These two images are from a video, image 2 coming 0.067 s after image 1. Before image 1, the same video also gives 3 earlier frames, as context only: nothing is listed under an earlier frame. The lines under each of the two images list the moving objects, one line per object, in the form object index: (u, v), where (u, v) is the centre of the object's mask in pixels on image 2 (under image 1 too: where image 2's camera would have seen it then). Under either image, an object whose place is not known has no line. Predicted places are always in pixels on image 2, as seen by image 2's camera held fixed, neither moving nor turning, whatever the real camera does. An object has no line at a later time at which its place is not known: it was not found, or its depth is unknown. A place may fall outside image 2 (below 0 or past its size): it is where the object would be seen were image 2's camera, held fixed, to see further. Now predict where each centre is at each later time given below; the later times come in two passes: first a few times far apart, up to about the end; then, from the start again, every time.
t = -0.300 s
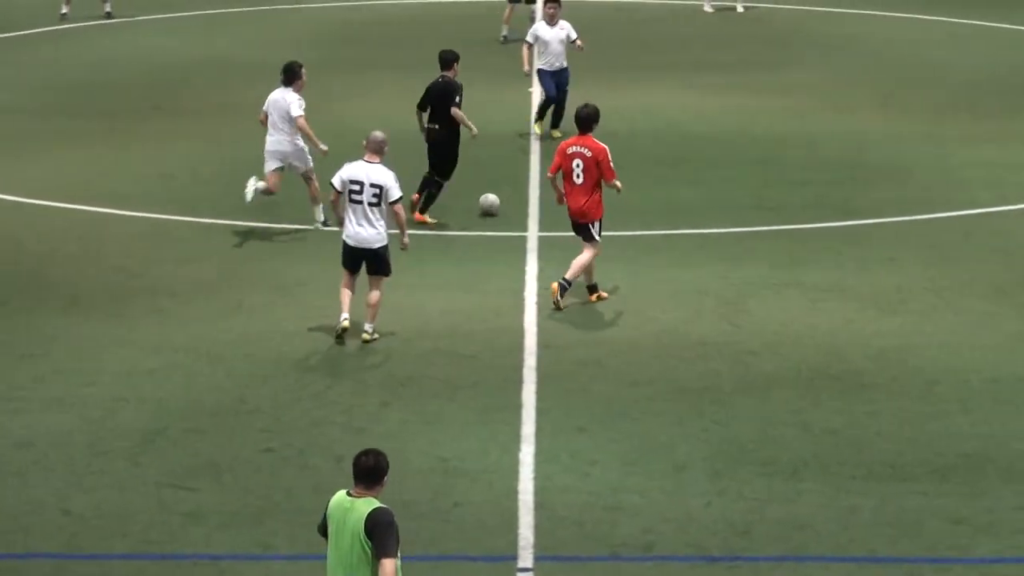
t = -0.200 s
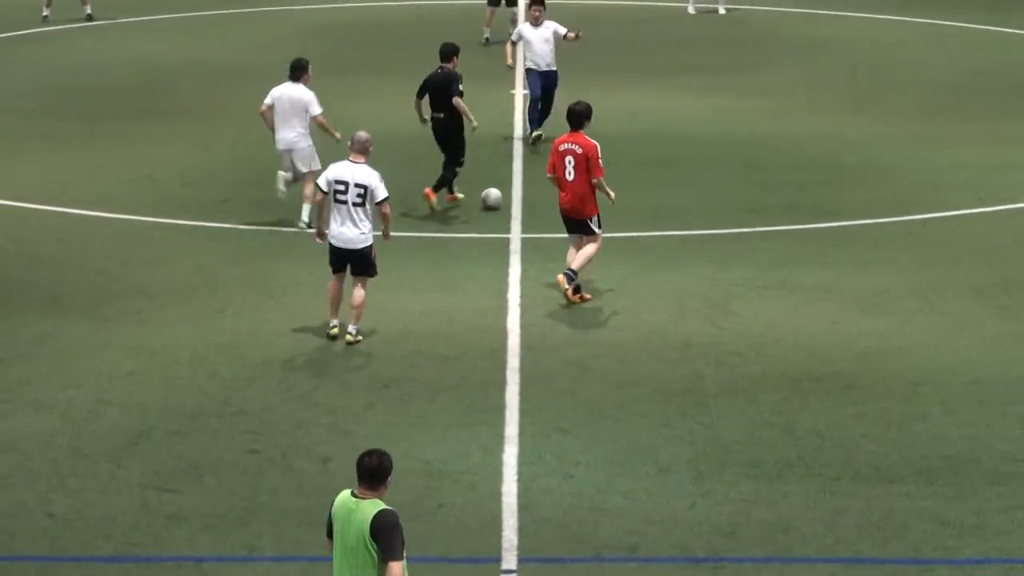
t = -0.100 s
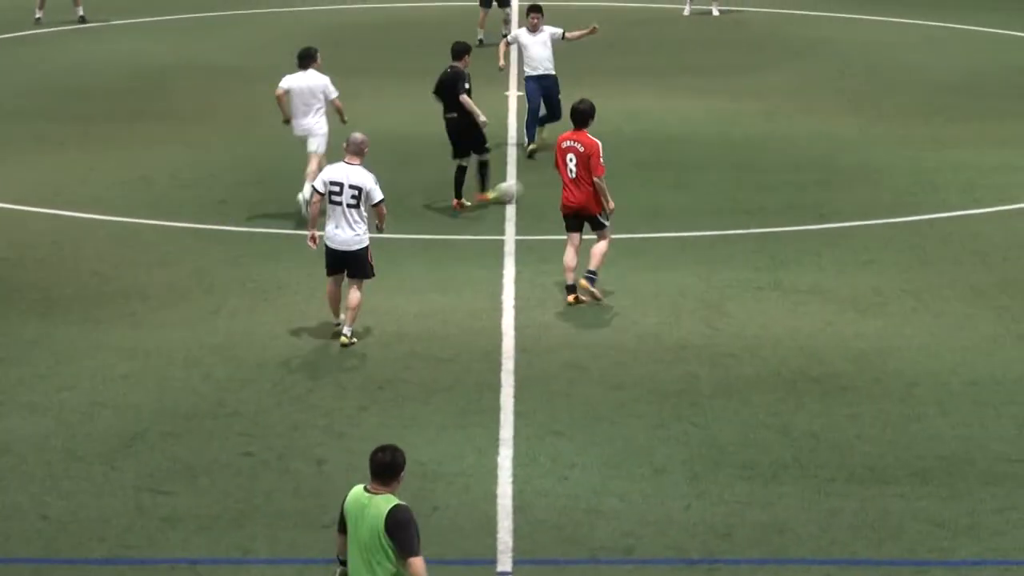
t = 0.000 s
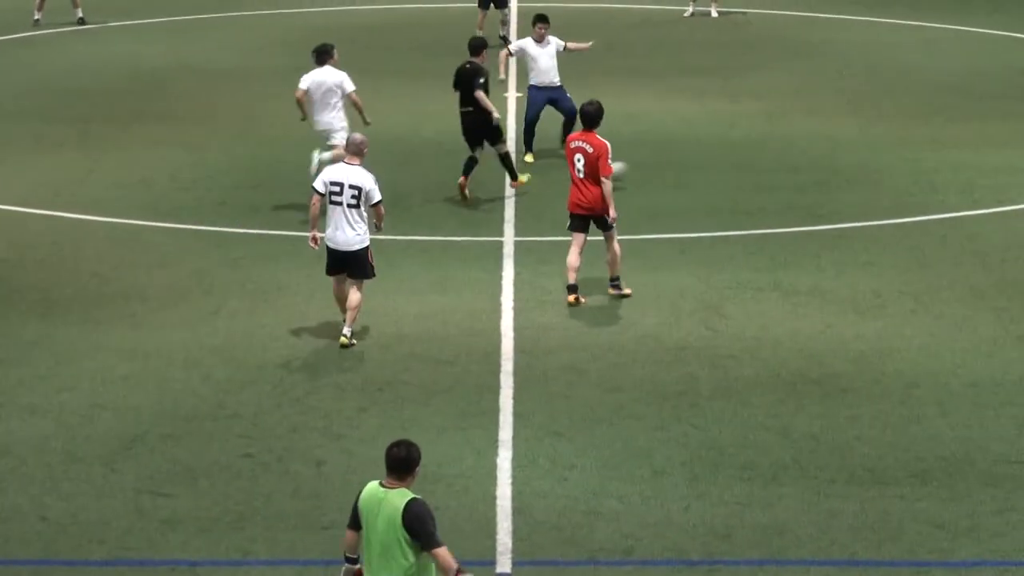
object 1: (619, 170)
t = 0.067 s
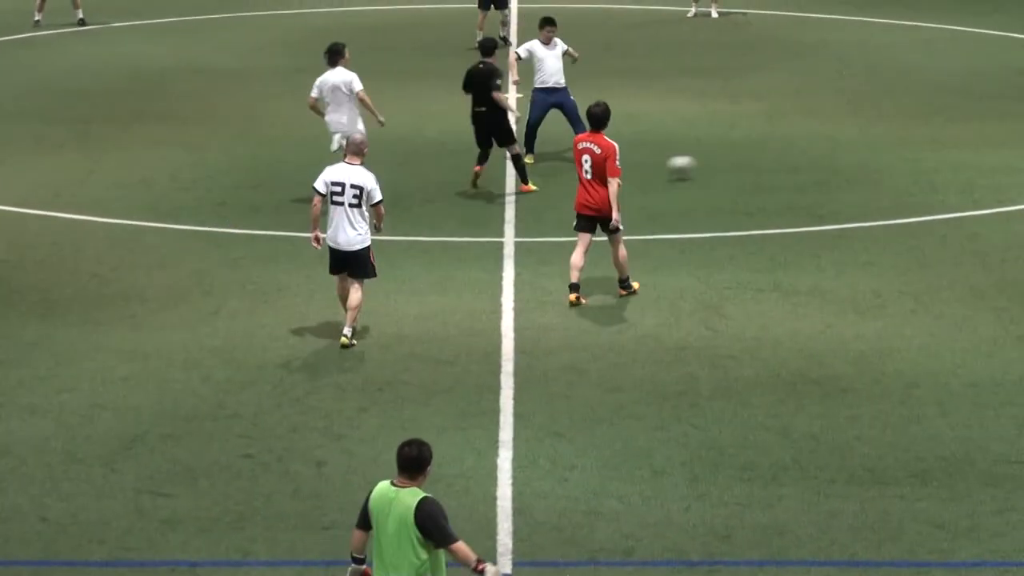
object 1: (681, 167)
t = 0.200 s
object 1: (800, 147)
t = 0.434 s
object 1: (966, 125)
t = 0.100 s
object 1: (715, 165)
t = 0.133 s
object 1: (744, 160)
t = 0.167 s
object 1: (773, 153)
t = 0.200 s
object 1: (800, 147)
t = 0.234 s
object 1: (827, 145)
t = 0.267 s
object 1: (854, 142)
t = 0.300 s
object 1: (881, 141)
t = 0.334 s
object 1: (906, 140)
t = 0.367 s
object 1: (927, 135)
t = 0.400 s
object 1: (947, 129)
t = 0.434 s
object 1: (966, 125)
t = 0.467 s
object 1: (986, 121)
